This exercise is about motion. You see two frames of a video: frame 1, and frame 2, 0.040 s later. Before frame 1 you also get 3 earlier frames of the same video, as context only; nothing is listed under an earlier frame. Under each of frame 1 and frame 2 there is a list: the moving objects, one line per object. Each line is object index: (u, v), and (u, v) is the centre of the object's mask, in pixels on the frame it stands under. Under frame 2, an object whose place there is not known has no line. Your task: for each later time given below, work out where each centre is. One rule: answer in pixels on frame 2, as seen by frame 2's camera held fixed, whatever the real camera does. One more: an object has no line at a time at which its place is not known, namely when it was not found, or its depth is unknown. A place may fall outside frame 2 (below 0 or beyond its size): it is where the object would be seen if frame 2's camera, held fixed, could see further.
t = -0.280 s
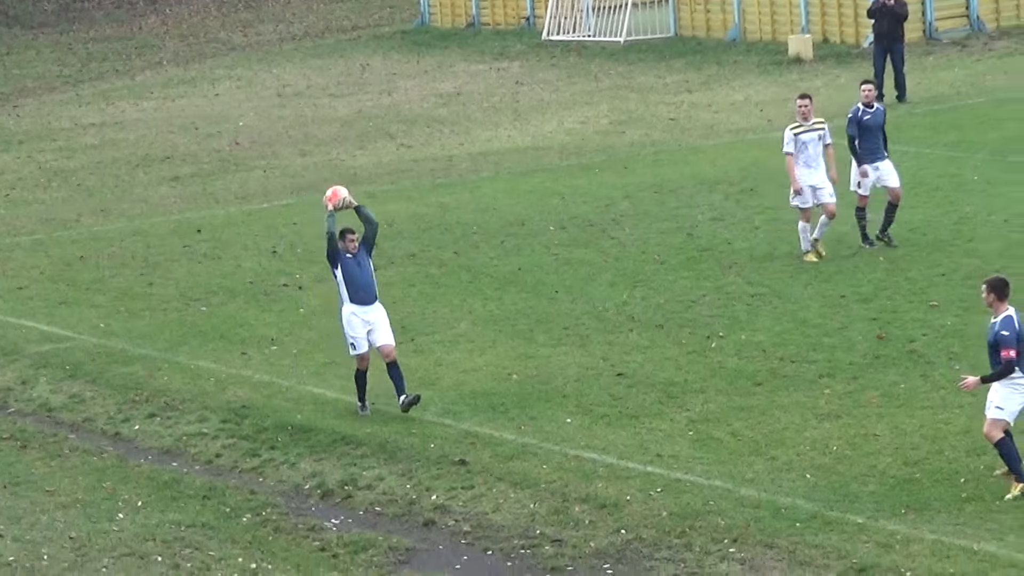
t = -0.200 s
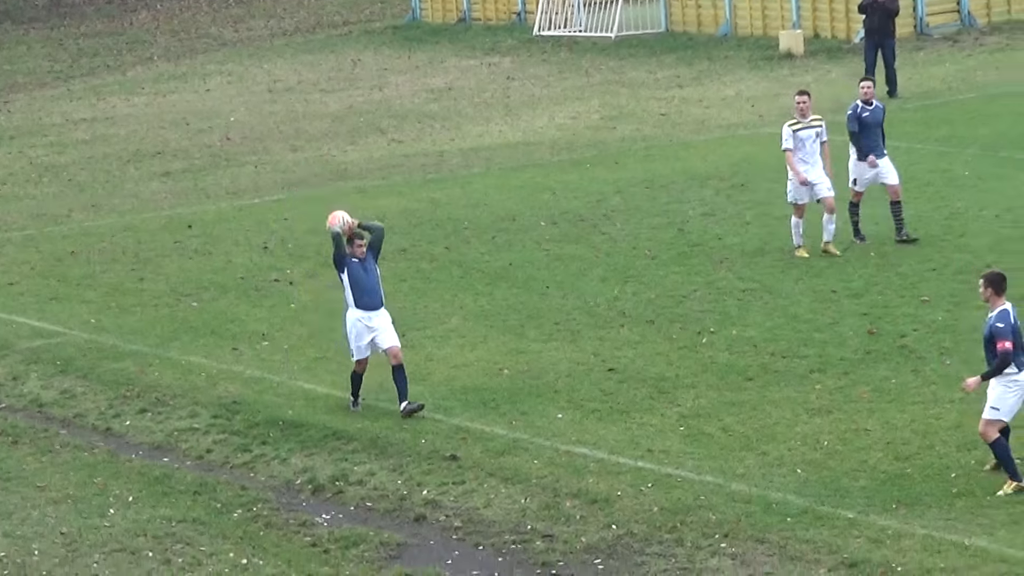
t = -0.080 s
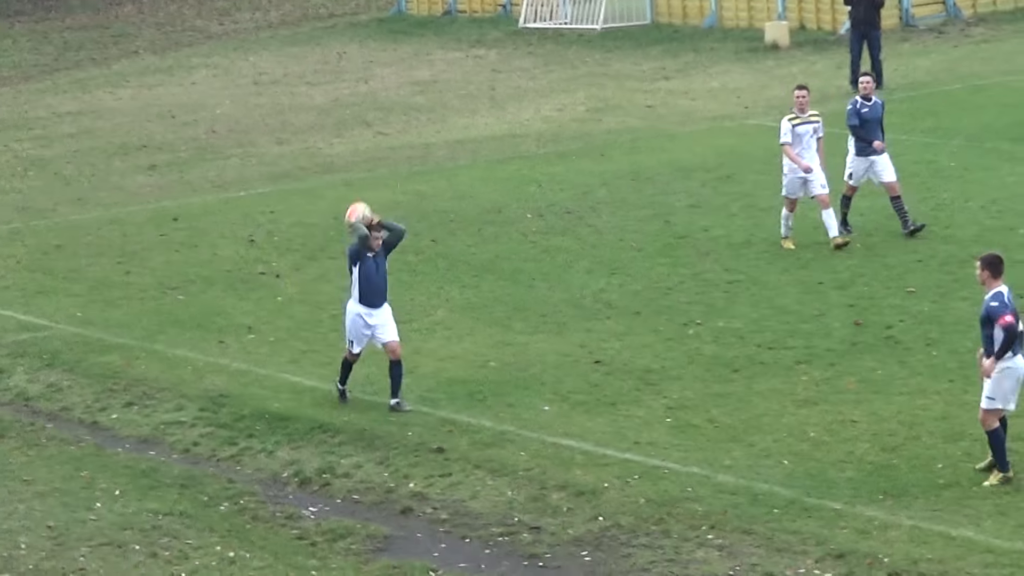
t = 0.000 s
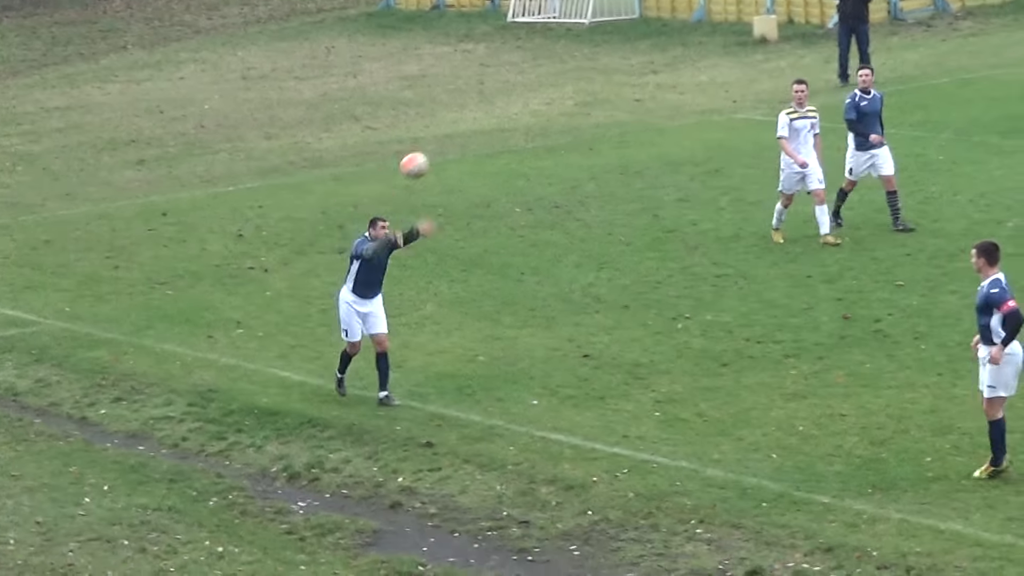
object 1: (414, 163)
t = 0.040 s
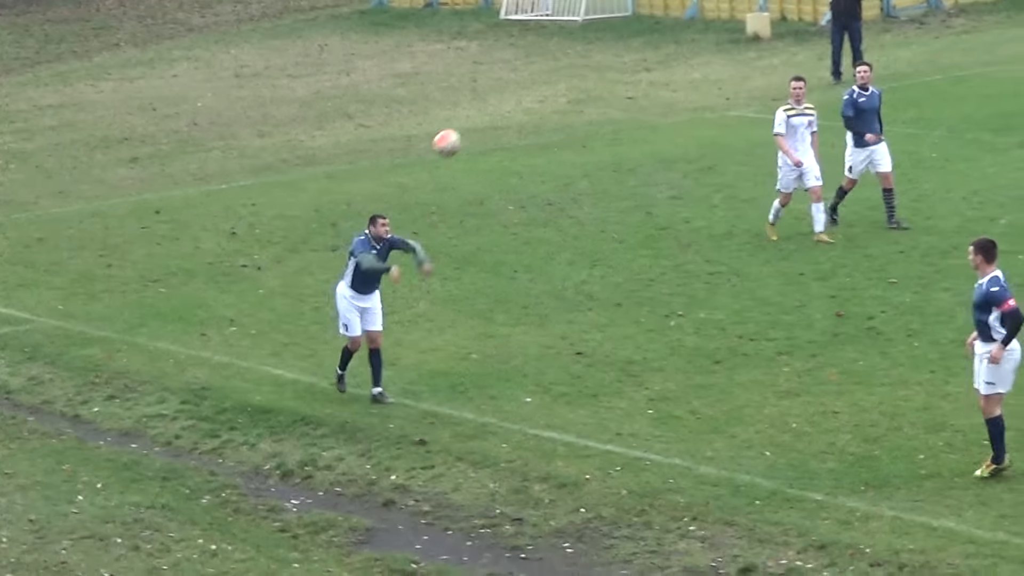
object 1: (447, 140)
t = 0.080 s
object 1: (485, 121)
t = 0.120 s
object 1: (520, 105)
